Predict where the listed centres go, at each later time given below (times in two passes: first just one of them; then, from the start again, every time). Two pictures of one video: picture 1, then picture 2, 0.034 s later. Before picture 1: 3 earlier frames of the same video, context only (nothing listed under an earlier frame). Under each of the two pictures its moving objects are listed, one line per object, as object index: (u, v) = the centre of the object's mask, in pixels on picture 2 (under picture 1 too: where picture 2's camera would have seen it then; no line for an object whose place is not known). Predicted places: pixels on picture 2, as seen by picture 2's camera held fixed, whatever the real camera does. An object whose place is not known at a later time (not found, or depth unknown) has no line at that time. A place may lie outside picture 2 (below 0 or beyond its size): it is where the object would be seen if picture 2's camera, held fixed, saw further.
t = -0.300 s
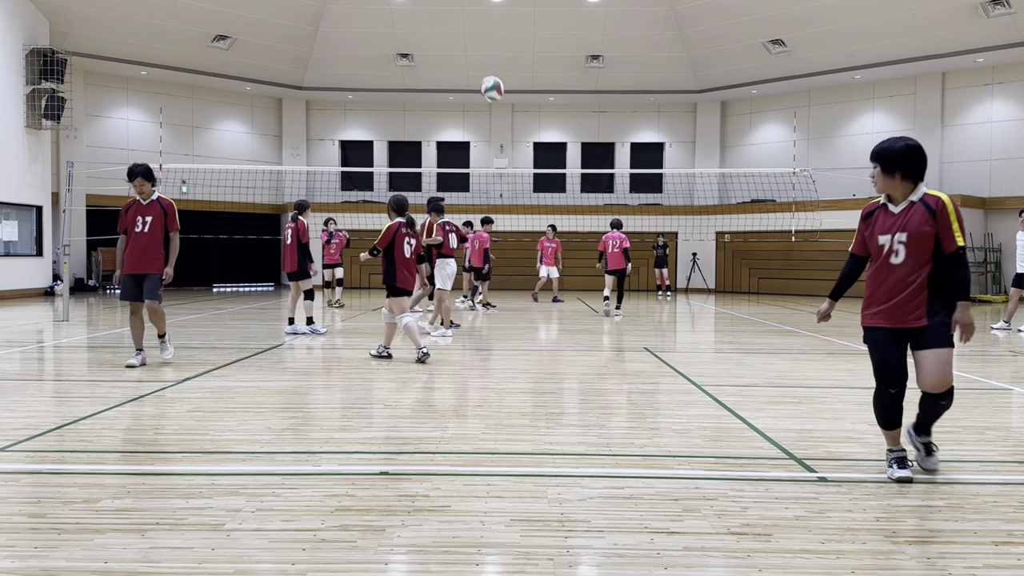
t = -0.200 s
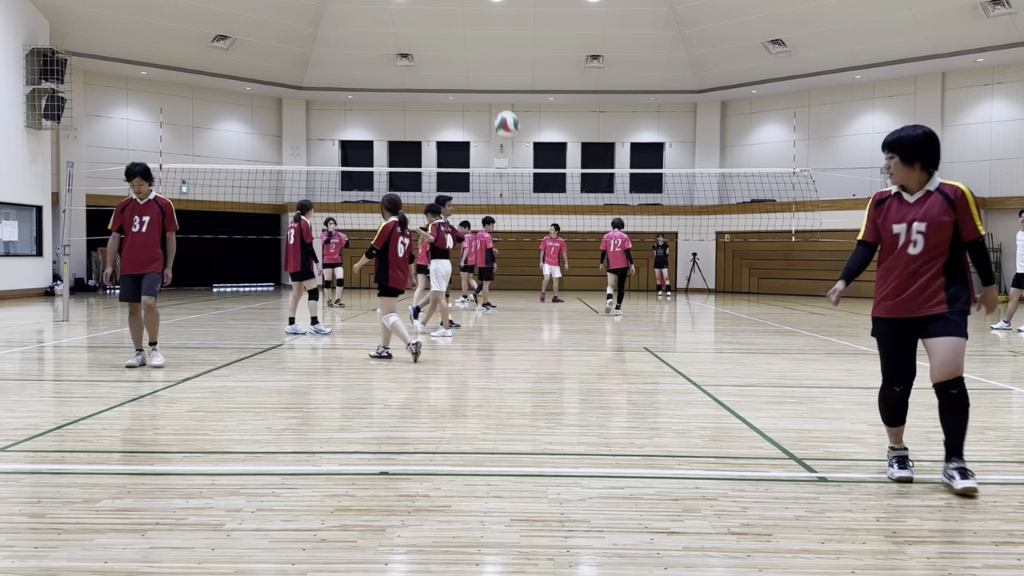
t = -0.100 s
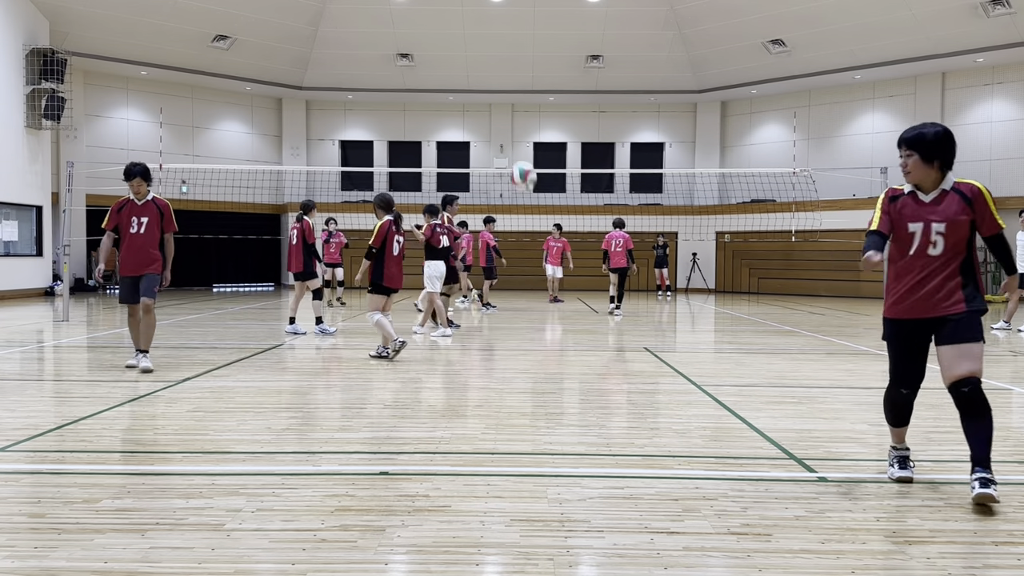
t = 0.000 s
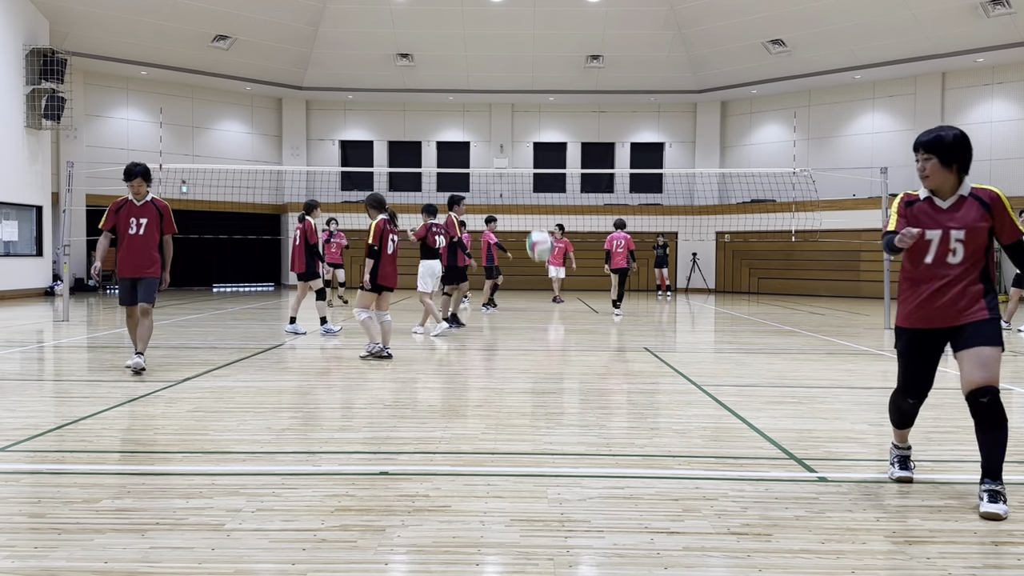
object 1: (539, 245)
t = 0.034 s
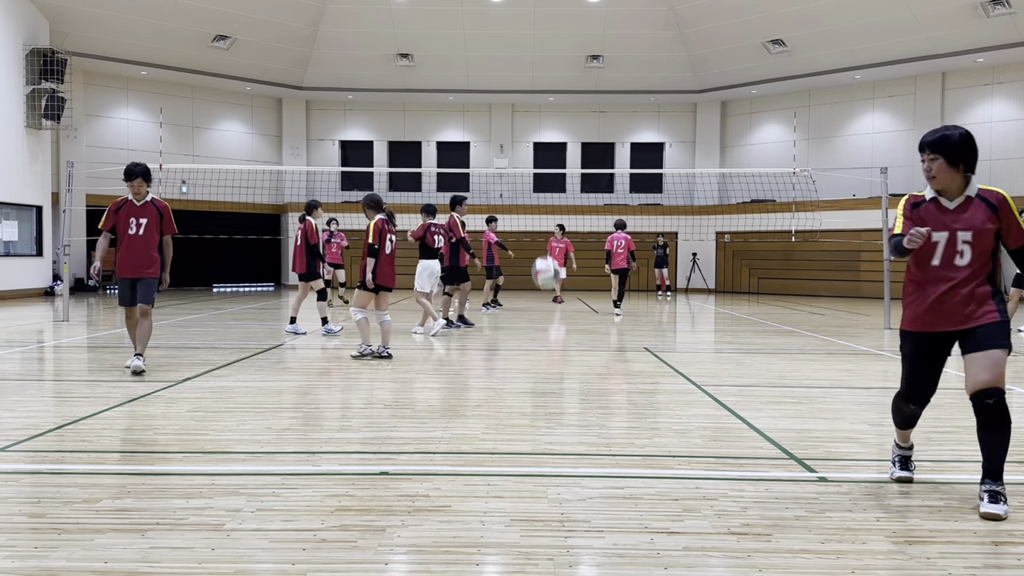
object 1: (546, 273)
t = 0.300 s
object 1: (590, 285)
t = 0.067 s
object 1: (552, 300)
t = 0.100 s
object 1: (558, 332)
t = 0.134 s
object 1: (564, 368)
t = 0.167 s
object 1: (570, 381)
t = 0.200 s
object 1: (574, 356)
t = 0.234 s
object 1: (579, 331)
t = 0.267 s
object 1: (584, 307)
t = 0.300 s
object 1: (590, 285)
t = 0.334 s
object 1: (595, 265)
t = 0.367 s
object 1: (600, 245)
